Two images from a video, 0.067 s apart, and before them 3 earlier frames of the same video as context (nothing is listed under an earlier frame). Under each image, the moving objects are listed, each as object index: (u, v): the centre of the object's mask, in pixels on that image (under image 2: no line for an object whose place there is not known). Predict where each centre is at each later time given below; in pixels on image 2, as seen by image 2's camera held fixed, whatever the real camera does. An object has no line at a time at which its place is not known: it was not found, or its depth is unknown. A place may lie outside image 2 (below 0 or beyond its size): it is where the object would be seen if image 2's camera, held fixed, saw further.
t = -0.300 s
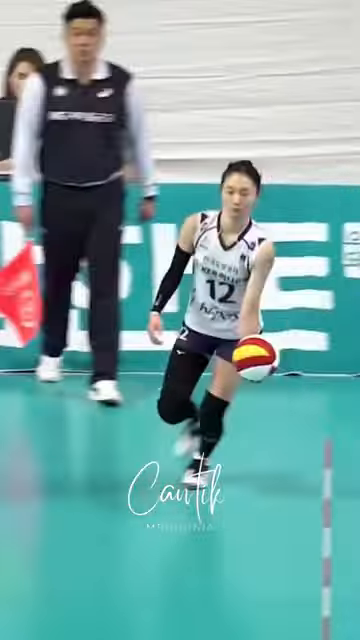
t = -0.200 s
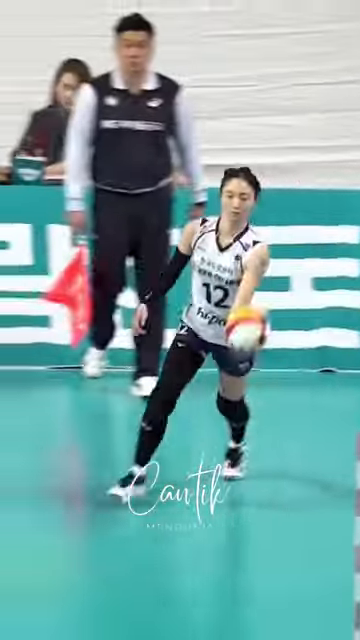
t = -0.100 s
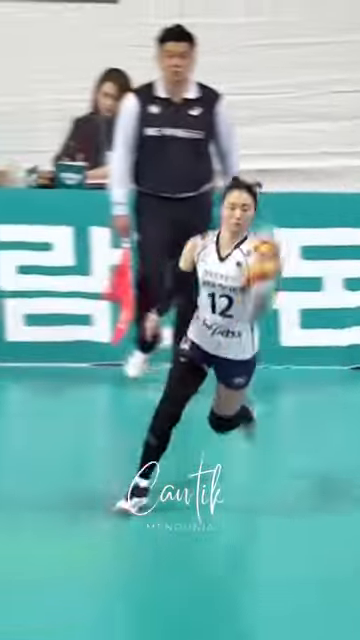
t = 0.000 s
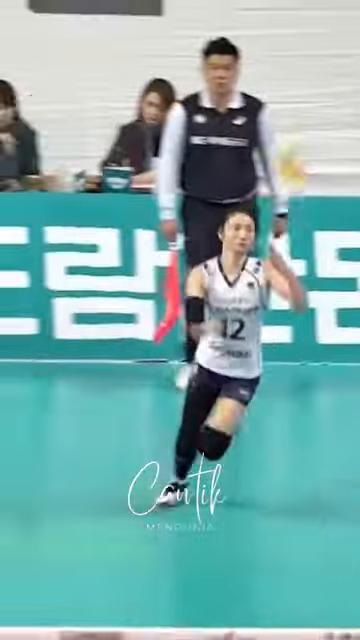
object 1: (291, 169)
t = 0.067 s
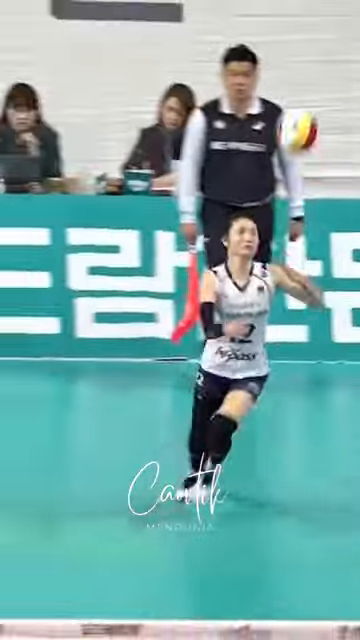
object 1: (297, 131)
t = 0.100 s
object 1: (292, 108)
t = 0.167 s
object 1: (282, 69)
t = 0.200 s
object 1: (279, 63)
